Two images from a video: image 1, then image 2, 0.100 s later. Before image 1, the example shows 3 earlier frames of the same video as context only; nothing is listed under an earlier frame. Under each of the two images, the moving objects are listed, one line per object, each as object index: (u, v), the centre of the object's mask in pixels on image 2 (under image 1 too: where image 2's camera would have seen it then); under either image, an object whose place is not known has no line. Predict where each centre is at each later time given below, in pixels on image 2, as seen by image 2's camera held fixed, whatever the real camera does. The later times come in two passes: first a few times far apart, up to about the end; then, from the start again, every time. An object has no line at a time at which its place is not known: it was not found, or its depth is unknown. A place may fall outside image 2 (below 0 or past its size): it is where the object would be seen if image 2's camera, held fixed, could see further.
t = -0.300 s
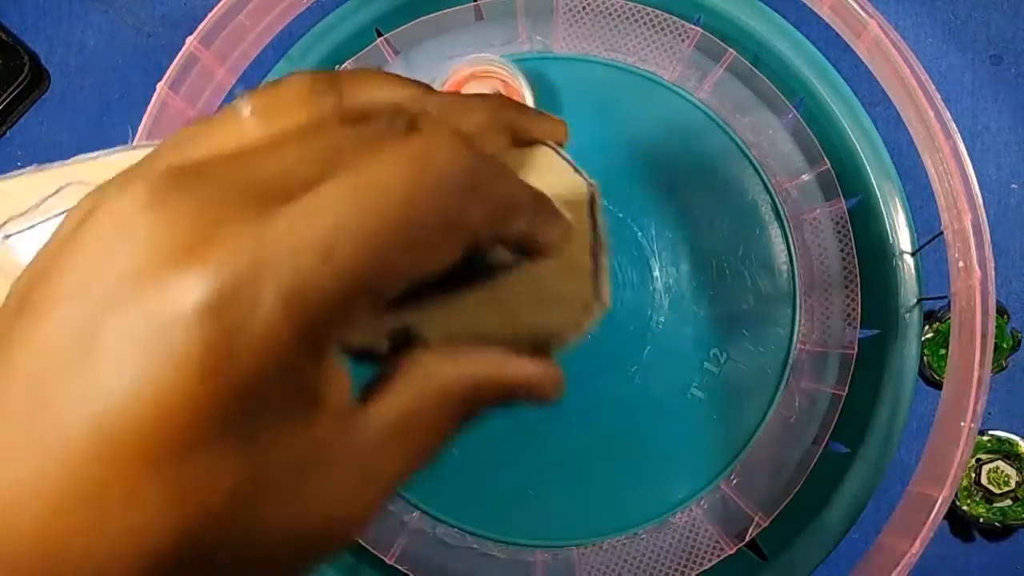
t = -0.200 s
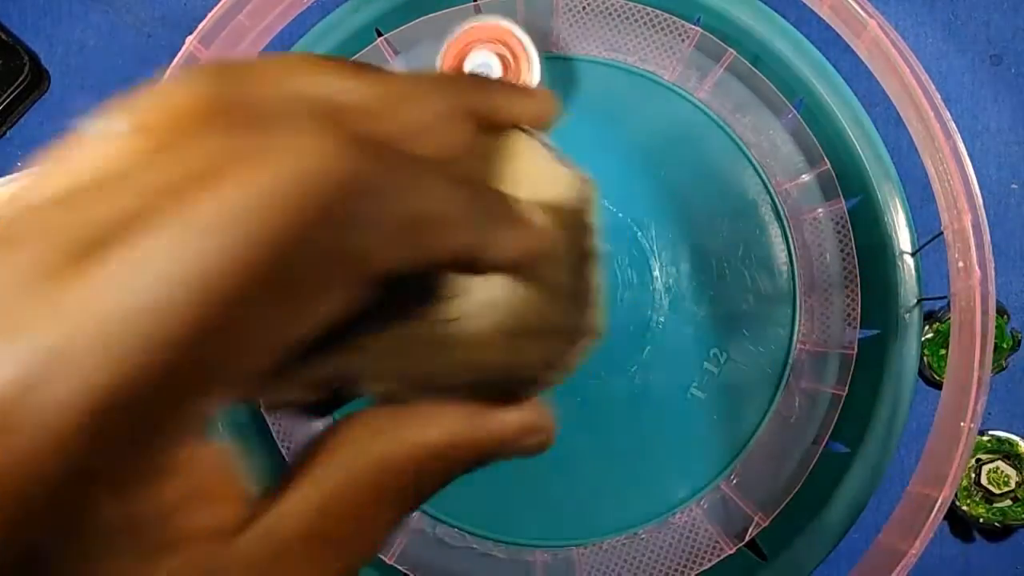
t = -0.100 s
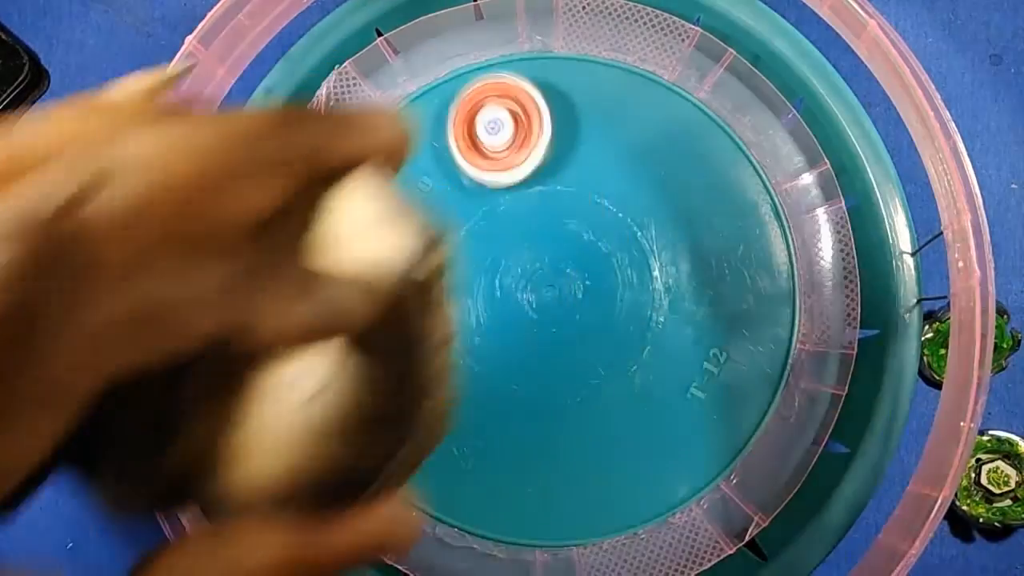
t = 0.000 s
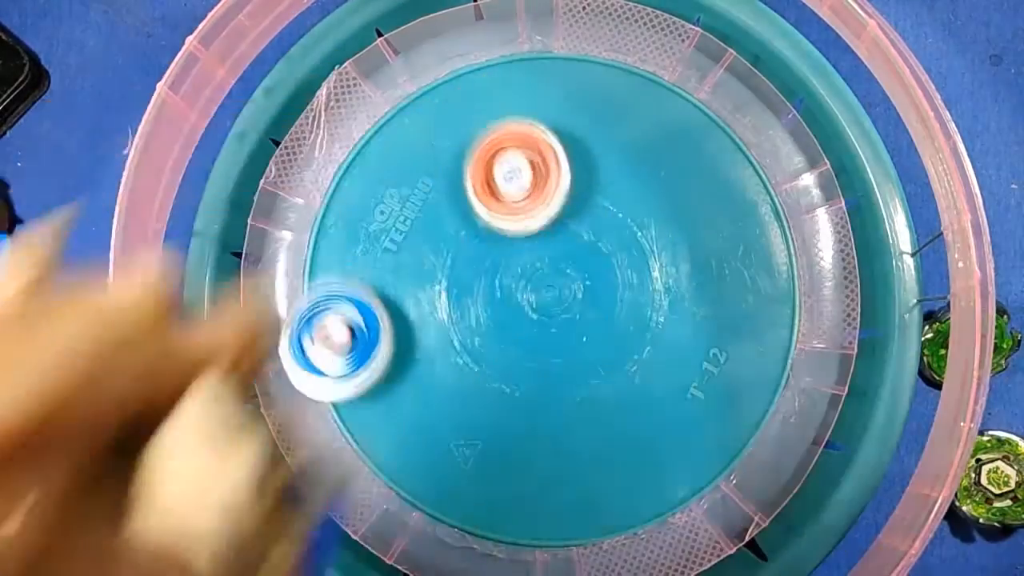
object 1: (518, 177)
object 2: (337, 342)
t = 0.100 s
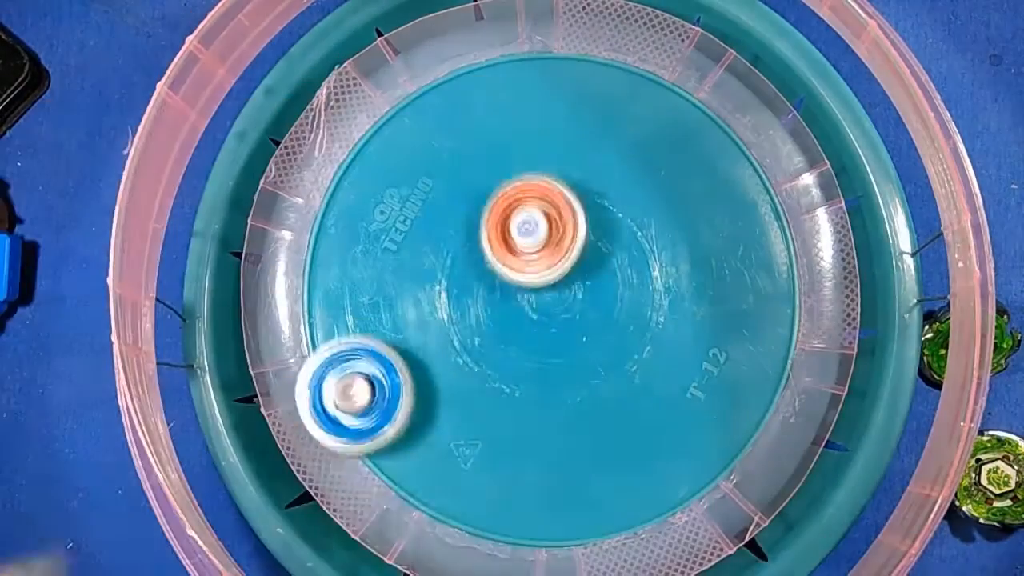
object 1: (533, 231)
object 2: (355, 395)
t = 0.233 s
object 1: (540, 300)
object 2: (399, 437)
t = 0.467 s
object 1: (570, 397)
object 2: (385, 472)
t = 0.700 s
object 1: (539, 472)
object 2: (419, 415)
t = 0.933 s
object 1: (494, 520)
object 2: (390, 430)
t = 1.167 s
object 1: (463, 514)
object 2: (376, 420)
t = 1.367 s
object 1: (434, 489)
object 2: (358, 384)
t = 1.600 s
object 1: (404, 431)
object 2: (337, 316)
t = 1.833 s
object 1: (387, 350)
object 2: (327, 249)
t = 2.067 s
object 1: (391, 281)
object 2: (406, 153)
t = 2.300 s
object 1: (405, 215)
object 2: (449, 100)
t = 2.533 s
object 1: (414, 206)
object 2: (535, 52)
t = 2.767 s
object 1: (421, 240)
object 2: (743, 144)
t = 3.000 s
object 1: (461, 233)
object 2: (757, 187)
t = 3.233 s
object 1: (496, 234)
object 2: (752, 199)
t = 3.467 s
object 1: (528, 238)
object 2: (765, 233)
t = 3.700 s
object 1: (544, 245)
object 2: (790, 288)
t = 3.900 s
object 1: (554, 251)
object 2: (783, 330)
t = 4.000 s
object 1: (560, 254)
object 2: (770, 352)
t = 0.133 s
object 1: (536, 248)
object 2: (364, 409)
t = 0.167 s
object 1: (538, 266)
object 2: (374, 420)
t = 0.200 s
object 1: (539, 284)
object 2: (387, 430)
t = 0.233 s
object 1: (540, 300)
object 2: (399, 437)
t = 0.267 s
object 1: (540, 316)
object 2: (411, 444)
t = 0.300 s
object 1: (539, 332)
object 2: (422, 446)
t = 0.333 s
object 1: (537, 349)
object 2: (431, 445)
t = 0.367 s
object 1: (533, 366)
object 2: (439, 443)
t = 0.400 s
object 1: (548, 375)
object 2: (414, 455)
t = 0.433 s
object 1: (561, 385)
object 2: (392, 468)
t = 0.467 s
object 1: (570, 397)
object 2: (385, 472)
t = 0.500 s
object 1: (572, 410)
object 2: (399, 457)
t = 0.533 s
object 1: (569, 424)
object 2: (413, 444)
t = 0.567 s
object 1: (564, 435)
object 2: (424, 434)
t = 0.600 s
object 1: (558, 446)
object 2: (431, 427)
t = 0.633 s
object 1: (551, 455)
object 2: (433, 421)
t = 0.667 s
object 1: (545, 464)
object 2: (428, 417)
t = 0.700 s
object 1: (539, 472)
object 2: (419, 415)
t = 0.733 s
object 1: (532, 478)
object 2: (406, 414)
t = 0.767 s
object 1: (525, 486)
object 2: (397, 416)
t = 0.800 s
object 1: (519, 493)
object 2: (394, 420)
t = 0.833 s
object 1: (514, 500)
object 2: (392, 423)
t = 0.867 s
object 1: (507, 507)
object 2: (391, 425)
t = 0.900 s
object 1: (501, 515)
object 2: (391, 428)
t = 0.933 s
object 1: (494, 520)
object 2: (390, 430)
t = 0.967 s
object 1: (489, 523)
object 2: (389, 431)
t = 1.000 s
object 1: (486, 520)
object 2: (387, 431)
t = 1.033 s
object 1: (482, 519)
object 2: (386, 430)
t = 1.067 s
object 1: (477, 520)
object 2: (384, 428)
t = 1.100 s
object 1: (472, 519)
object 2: (382, 427)
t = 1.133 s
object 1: (467, 518)
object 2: (379, 424)
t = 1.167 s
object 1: (463, 514)
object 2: (376, 420)
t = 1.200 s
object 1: (458, 511)
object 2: (373, 415)
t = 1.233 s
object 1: (454, 508)
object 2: (369, 410)
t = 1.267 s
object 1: (449, 504)
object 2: (366, 404)
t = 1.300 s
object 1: (444, 500)
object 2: (363, 397)
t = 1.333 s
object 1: (439, 495)
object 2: (360, 390)
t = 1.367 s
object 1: (434, 489)
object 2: (358, 384)
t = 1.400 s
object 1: (429, 482)
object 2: (356, 376)
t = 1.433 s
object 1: (425, 473)
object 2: (354, 368)
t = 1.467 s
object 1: (420, 465)
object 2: (352, 361)
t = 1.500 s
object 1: (415, 456)
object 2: (350, 353)
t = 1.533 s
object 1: (410, 447)
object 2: (347, 346)
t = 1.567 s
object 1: (407, 439)
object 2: (343, 334)
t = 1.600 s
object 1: (404, 431)
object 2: (337, 316)
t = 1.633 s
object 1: (401, 421)
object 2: (334, 301)
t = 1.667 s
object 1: (399, 410)
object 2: (332, 290)
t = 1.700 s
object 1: (397, 400)
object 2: (331, 281)
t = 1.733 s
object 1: (394, 388)
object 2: (330, 272)
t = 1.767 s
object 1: (392, 376)
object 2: (329, 264)
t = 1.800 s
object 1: (389, 364)
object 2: (328, 257)
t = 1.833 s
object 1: (387, 350)
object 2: (327, 249)
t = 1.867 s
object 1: (387, 342)
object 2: (324, 232)
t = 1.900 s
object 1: (388, 337)
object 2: (323, 210)
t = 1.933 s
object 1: (388, 328)
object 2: (349, 199)
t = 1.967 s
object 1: (388, 317)
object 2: (372, 191)
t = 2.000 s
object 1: (389, 306)
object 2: (388, 181)
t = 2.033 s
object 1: (390, 294)
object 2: (398, 169)
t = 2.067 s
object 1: (391, 281)
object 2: (406, 153)
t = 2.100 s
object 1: (392, 269)
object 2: (412, 138)
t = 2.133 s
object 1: (394, 256)
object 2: (416, 122)
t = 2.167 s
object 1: (397, 244)
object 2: (419, 109)
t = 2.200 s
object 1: (400, 237)
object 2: (421, 97)
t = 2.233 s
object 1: (402, 227)
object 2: (423, 94)
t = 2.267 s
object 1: (404, 216)
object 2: (434, 105)
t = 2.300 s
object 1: (405, 215)
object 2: (449, 100)
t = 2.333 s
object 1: (407, 212)
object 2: (459, 92)
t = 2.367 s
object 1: (410, 205)
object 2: (466, 85)
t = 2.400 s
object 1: (415, 196)
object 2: (471, 77)
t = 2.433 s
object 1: (422, 186)
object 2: (473, 70)
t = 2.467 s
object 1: (428, 177)
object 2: (475, 69)
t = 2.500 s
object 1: (430, 178)
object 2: (487, 62)
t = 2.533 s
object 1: (414, 206)
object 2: (535, 52)
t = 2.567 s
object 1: (404, 225)
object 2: (581, 56)
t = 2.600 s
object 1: (401, 236)
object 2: (622, 69)
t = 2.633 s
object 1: (402, 241)
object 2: (661, 82)
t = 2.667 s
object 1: (405, 241)
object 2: (692, 94)
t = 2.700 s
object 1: (410, 241)
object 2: (712, 113)
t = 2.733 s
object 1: (415, 240)
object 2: (729, 130)
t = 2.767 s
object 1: (421, 240)
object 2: (743, 144)
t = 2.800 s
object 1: (426, 239)
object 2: (754, 154)
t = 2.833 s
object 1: (432, 239)
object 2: (756, 166)
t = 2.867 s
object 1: (438, 238)
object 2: (758, 174)
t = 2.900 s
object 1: (444, 237)
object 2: (761, 179)
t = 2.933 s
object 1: (450, 236)
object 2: (765, 182)
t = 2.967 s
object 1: (456, 234)
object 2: (767, 182)
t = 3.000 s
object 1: (461, 233)
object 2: (757, 187)
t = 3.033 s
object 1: (465, 233)
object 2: (750, 191)
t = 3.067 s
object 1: (469, 233)
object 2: (743, 193)
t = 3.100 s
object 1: (474, 234)
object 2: (740, 195)
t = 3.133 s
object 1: (479, 234)
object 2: (740, 196)
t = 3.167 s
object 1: (485, 234)
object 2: (742, 197)
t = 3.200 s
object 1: (490, 234)
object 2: (746, 198)
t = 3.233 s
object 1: (496, 234)
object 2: (752, 199)
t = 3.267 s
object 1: (501, 234)
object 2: (758, 201)
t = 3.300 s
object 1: (507, 234)
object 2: (767, 204)
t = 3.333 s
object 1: (512, 235)
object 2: (774, 208)
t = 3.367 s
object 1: (517, 236)
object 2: (768, 214)
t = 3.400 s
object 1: (522, 237)
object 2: (764, 221)
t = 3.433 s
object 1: (525, 238)
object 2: (764, 228)
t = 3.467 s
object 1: (528, 238)
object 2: (765, 233)
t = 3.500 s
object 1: (532, 239)
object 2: (768, 241)
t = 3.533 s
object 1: (535, 240)
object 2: (773, 250)
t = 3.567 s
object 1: (537, 241)
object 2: (778, 257)
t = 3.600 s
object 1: (539, 241)
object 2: (781, 265)
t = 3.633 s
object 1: (541, 243)
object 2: (785, 272)
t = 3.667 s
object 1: (542, 244)
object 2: (788, 280)
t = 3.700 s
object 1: (544, 245)
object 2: (790, 288)
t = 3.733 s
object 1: (546, 246)
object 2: (791, 295)
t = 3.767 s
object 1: (548, 247)
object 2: (791, 302)
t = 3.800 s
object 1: (549, 249)
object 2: (790, 309)
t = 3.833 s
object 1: (551, 249)
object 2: (789, 316)
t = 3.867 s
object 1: (552, 251)
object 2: (786, 323)
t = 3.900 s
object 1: (554, 251)
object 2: (783, 330)
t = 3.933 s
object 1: (556, 253)
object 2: (779, 338)
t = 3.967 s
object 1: (557, 253)
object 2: (775, 345)
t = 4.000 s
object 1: (560, 254)
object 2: (770, 352)
